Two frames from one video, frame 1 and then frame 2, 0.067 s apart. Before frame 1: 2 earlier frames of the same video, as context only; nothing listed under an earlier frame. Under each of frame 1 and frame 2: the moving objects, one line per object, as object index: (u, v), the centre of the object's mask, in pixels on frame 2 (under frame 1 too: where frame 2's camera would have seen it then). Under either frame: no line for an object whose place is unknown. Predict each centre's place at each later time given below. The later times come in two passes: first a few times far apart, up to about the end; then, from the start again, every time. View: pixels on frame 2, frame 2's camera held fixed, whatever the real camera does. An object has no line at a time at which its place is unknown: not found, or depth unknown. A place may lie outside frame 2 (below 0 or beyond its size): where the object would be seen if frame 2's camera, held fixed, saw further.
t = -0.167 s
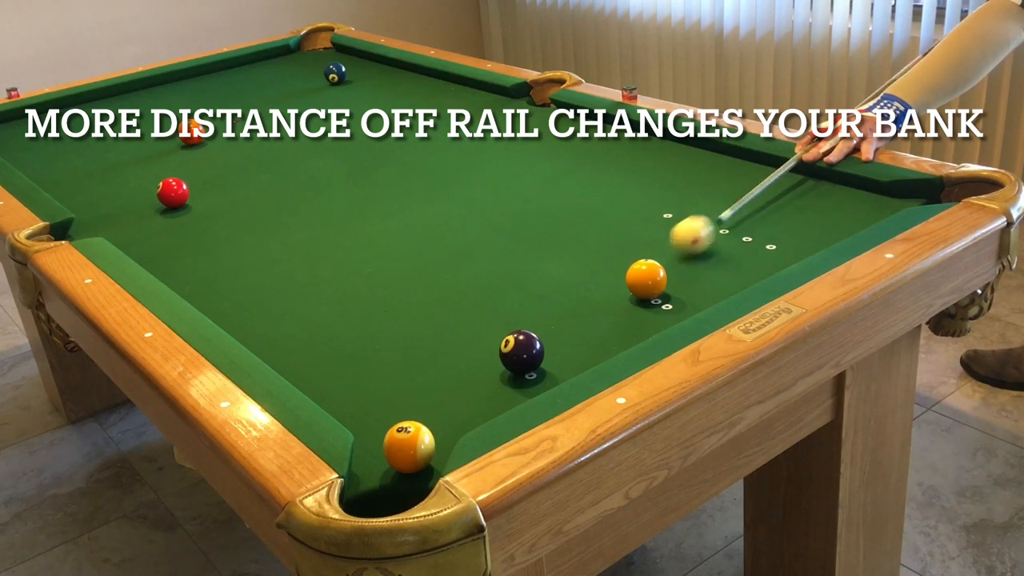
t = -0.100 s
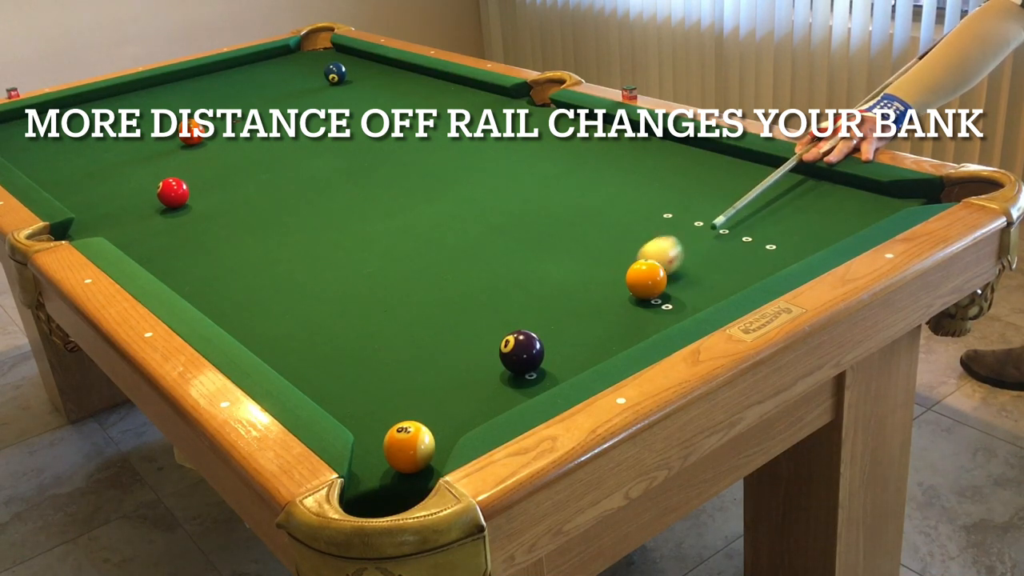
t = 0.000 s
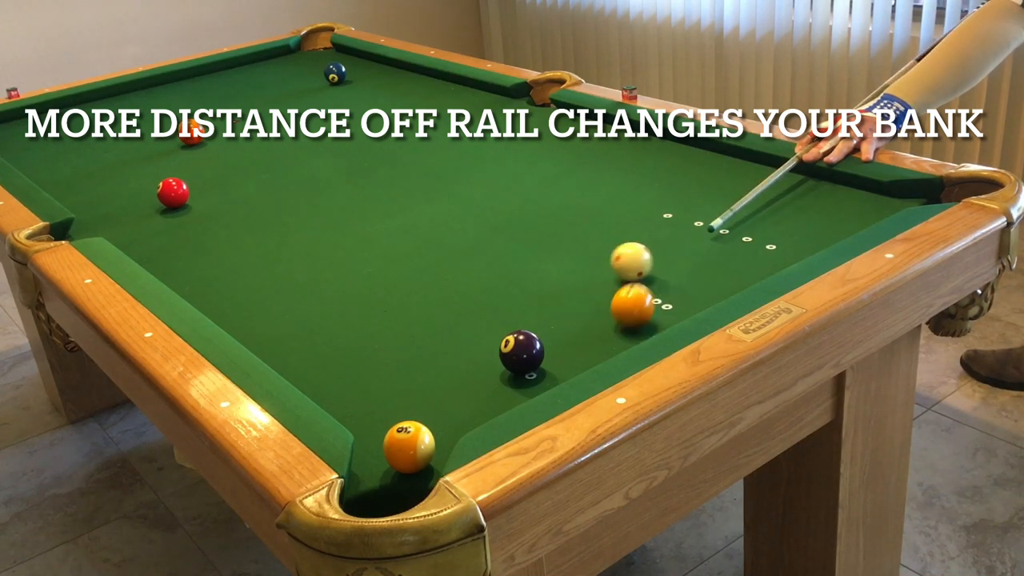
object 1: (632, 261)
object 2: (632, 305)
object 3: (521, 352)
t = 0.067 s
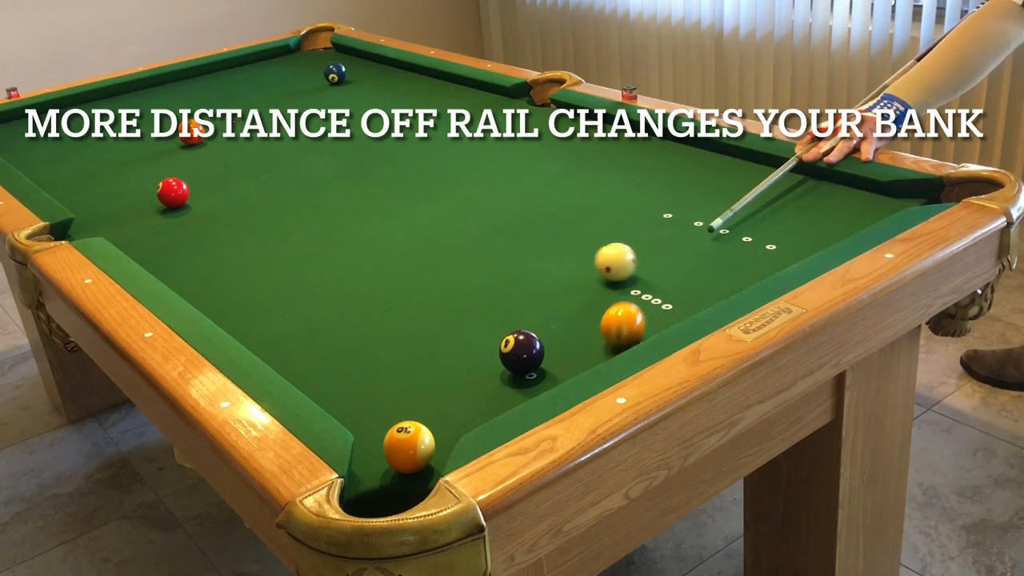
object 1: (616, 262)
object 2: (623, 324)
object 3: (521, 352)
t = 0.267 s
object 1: (570, 263)
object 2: (565, 357)
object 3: (519, 352)
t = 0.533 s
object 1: (513, 265)
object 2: (525, 382)
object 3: (464, 348)
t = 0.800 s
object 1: (461, 266)
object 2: (481, 405)
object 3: (415, 346)
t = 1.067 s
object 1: (414, 266)
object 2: (442, 421)
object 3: (372, 343)
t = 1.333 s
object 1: (370, 267)
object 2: (425, 423)
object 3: (334, 340)
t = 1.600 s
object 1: (332, 267)
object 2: (413, 423)
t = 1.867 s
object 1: (296, 268)
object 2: (404, 423)
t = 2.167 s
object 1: (261, 269)
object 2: (402, 424)
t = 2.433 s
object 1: (233, 269)
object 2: (402, 424)
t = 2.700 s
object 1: (209, 270)
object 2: (402, 424)
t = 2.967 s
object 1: (189, 271)
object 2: (402, 424)
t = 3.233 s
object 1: (173, 270)
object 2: (402, 424)
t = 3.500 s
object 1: (171, 268)
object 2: (402, 424)
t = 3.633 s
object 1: (170, 266)
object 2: (402, 424)
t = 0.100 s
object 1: (608, 262)
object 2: (617, 332)
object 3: (521, 352)
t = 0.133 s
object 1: (601, 262)
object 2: (612, 339)
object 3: (521, 352)
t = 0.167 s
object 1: (593, 263)
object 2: (601, 344)
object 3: (521, 352)
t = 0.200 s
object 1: (585, 263)
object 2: (588, 349)
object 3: (521, 352)
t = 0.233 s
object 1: (577, 263)
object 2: (576, 352)
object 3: (521, 352)
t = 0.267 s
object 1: (570, 263)
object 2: (565, 357)
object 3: (519, 352)
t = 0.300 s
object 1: (563, 263)
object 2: (561, 360)
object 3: (511, 351)
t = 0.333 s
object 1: (555, 264)
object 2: (556, 363)
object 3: (503, 351)
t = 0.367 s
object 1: (548, 264)
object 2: (551, 366)
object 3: (497, 351)
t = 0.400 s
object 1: (541, 264)
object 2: (546, 369)
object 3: (490, 350)
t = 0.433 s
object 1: (534, 264)
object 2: (541, 372)
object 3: (484, 350)
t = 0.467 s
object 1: (527, 264)
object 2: (535, 375)
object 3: (477, 349)
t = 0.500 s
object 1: (520, 264)
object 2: (530, 379)
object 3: (471, 349)
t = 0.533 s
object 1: (513, 265)
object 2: (525, 382)
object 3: (464, 348)
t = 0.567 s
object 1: (506, 265)
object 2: (520, 385)
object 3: (457, 348)
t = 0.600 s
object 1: (500, 265)
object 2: (515, 388)
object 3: (451, 348)
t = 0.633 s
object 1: (493, 265)
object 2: (510, 392)
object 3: (445, 347)
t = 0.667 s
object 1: (486, 265)
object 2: (505, 394)
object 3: (439, 347)
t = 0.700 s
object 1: (480, 265)
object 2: (498, 397)
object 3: (433, 347)
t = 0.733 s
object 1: (474, 265)
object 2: (492, 400)
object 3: (427, 347)
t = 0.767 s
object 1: (467, 266)
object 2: (487, 402)
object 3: (421, 346)
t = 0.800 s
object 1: (461, 266)
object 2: (481, 405)
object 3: (415, 346)
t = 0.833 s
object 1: (455, 266)
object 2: (475, 408)
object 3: (410, 345)
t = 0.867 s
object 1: (449, 266)
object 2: (469, 410)
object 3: (404, 345)
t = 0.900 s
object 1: (443, 266)
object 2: (463, 413)
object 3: (399, 345)
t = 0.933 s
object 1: (437, 266)
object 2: (458, 415)
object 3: (393, 344)
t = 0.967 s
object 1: (431, 266)
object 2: (452, 418)
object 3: (388, 344)
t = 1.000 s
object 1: (425, 266)
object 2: (448, 420)
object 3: (382, 344)
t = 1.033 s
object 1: (419, 266)
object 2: (445, 421)
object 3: (377, 343)
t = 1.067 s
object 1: (414, 266)
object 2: (442, 421)
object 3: (372, 343)
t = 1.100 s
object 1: (408, 266)
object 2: (440, 421)
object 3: (367, 343)
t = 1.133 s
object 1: (402, 267)
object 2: (437, 422)
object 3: (363, 342)
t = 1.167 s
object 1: (397, 267)
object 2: (435, 422)
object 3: (358, 342)
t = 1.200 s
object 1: (391, 267)
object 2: (433, 422)
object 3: (353, 342)
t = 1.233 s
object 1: (386, 267)
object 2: (431, 422)
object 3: (348, 341)
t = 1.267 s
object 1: (381, 267)
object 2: (429, 422)
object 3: (344, 341)
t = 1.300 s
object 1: (376, 267)
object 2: (427, 423)
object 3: (339, 340)
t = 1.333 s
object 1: (370, 267)
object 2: (425, 423)
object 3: (334, 340)
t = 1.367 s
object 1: (366, 267)
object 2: (423, 423)
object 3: (330, 339)
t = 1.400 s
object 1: (360, 267)
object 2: (422, 423)
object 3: (326, 339)
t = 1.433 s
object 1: (355, 267)
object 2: (420, 423)
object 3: (321, 339)
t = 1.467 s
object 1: (351, 267)
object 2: (418, 423)
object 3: (317, 338)
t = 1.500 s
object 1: (346, 267)
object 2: (417, 423)
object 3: (313, 338)
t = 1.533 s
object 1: (341, 267)
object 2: (415, 423)
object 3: (309, 338)
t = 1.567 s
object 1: (337, 267)
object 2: (414, 423)
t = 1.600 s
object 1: (332, 267)
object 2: (413, 423)
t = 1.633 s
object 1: (327, 267)
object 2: (411, 423)
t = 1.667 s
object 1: (323, 267)
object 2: (410, 423)
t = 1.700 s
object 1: (318, 267)
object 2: (409, 423)
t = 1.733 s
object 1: (313, 267)
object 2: (408, 423)
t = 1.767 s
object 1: (309, 268)
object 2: (407, 423)
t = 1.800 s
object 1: (305, 268)
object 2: (406, 423)
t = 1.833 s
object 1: (301, 268)
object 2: (405, 423)
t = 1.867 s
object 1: (296, 268)
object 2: (404, 423)
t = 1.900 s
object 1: (292, 268)
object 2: (404, 424)
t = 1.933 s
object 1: (288, 268)
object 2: (403, 423)
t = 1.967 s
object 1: (284, 268)
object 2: (403, 424)
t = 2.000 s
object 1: (280, 268)
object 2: (403, 423)
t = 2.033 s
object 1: (276, 268)
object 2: (402, 423)
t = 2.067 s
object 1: (272, 268)
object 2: (402, 423)
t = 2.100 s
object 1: (268, 269)
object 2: (402, 423)
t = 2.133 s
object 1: (265, 269)
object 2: (402, 423)
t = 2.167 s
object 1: (261, 269)
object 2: (402, 424)
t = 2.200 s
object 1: (258, 269)
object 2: (402, 424)
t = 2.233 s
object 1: (254, 269)
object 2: (402, 424)
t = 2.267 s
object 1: (250, 269)
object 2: (402, 424)
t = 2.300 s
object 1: (247, 269)
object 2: (402, 424)
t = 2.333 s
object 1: (243, 269)
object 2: (402, 424)
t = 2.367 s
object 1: (240, 269)
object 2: (402, 424)
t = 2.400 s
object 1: (236, 269)
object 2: (402, 424)
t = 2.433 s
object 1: (233, 269)
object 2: (402, 424)
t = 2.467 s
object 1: (230, 269)
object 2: (402, 424)
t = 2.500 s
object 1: (227, 270)
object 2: (402, 424)
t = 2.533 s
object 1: (224, 270)
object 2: (402, 424)
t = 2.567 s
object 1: (221, 270)
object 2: (402, 424)
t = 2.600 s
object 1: (218, 270)
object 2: (402, 424)
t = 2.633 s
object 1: (215, 270)
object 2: (402, 424)
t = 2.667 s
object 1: (212, 270)
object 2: (402, 424)
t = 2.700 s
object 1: (209, 270)
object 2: (402, 424)
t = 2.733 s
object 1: (206, 270)
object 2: (402, 424)
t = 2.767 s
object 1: (204, 270)
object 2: (402, 424)
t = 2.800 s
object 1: (201, 270)
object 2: (402, 424)
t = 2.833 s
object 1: (198, 271)
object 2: (402, 424)
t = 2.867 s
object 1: (196, 271)
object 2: (402, 424)
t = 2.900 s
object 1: (194, 271)
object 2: (402, 424)
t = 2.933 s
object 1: (191, 271)
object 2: (402, 424)
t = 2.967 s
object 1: (189, 271)
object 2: (402, 424)
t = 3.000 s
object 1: (186, 271)
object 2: (402, 424)
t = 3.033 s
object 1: (184, 271)
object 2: (402, 424)
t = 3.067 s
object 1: (182, 271)
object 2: (402, 424)
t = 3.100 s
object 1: (180, 271)
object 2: (402, 424)
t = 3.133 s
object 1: (178, 271)
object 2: (402, 424)
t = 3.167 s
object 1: (176, 271)
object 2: (402, 424)
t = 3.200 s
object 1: (174, 271)
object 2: (402, 424)
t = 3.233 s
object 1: (173, 270)
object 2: (402, 424)
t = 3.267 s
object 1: (171, 270)
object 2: (402, 424)
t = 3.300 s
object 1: (171, 270)
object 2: (402, 424)
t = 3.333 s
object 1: (171, 270)
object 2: (402, 424)
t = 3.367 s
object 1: (171, 269)
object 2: (402, 424)
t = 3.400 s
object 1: (171, 269)
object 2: (402, 424)
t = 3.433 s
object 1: (171, 268)
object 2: (402, 424)
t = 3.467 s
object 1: (171, 268)
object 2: (402, 424)
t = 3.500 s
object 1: (171, 268)
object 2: (402, 424)
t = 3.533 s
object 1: (171, 267)
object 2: (402, 424)
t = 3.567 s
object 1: (171, 267)
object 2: (402, 424)
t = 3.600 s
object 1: (171, 267)
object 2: (402, 424)
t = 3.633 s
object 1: (170, 266)
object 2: (402, 424)
